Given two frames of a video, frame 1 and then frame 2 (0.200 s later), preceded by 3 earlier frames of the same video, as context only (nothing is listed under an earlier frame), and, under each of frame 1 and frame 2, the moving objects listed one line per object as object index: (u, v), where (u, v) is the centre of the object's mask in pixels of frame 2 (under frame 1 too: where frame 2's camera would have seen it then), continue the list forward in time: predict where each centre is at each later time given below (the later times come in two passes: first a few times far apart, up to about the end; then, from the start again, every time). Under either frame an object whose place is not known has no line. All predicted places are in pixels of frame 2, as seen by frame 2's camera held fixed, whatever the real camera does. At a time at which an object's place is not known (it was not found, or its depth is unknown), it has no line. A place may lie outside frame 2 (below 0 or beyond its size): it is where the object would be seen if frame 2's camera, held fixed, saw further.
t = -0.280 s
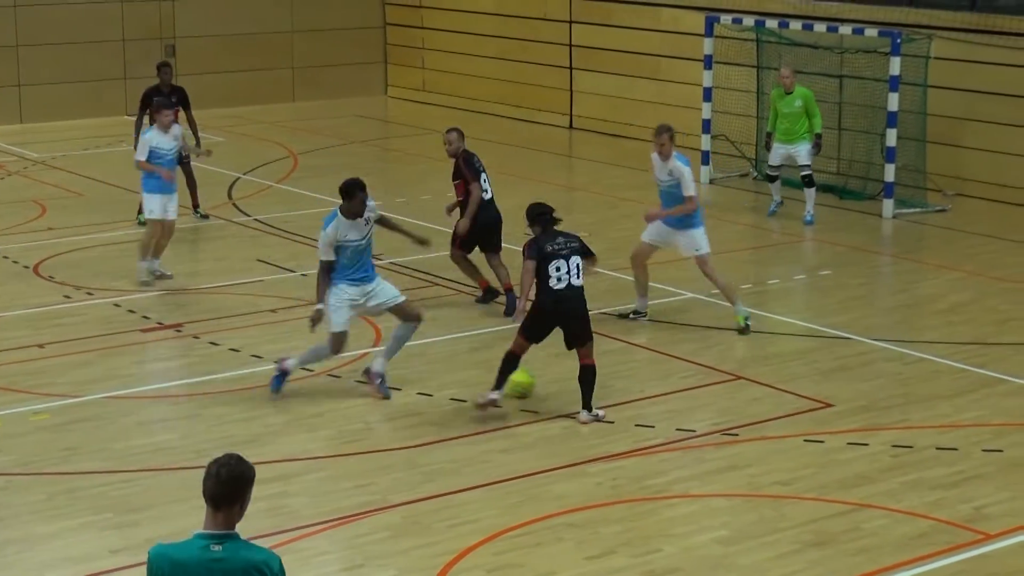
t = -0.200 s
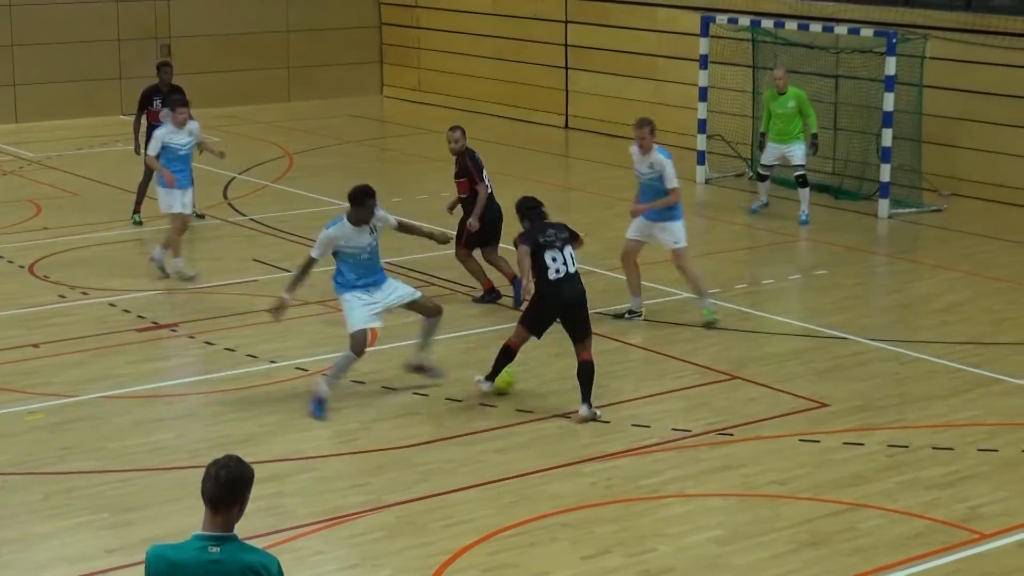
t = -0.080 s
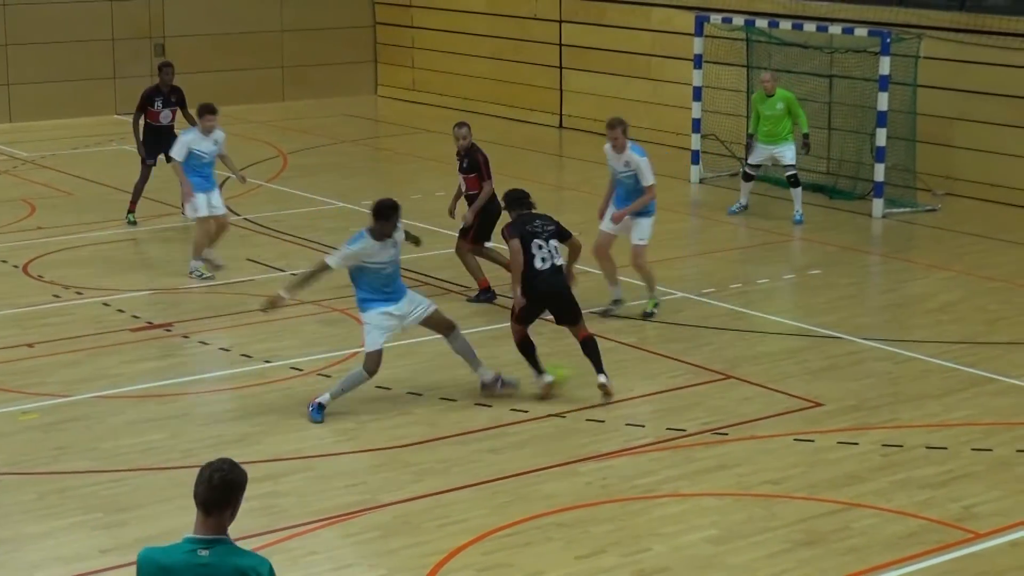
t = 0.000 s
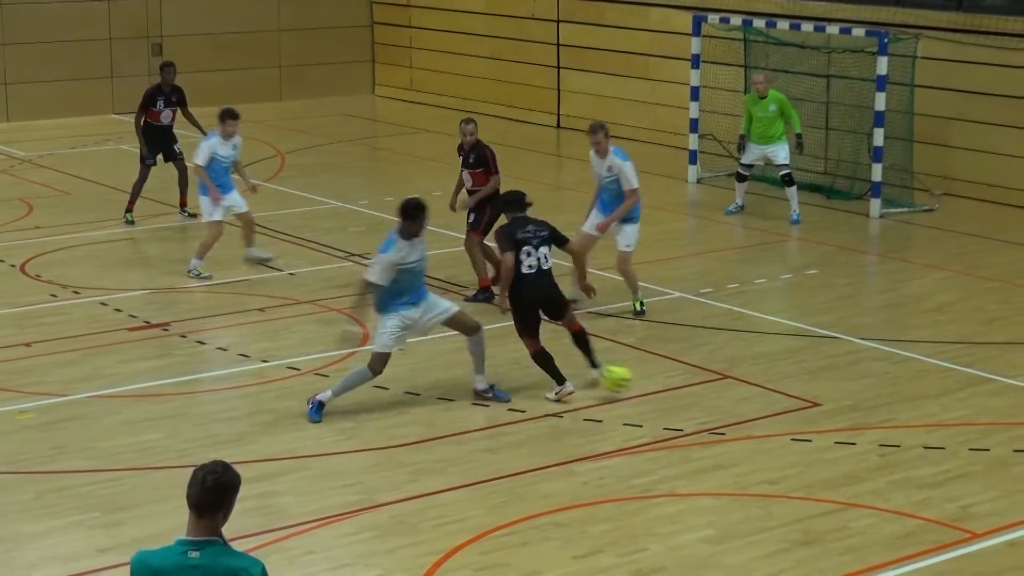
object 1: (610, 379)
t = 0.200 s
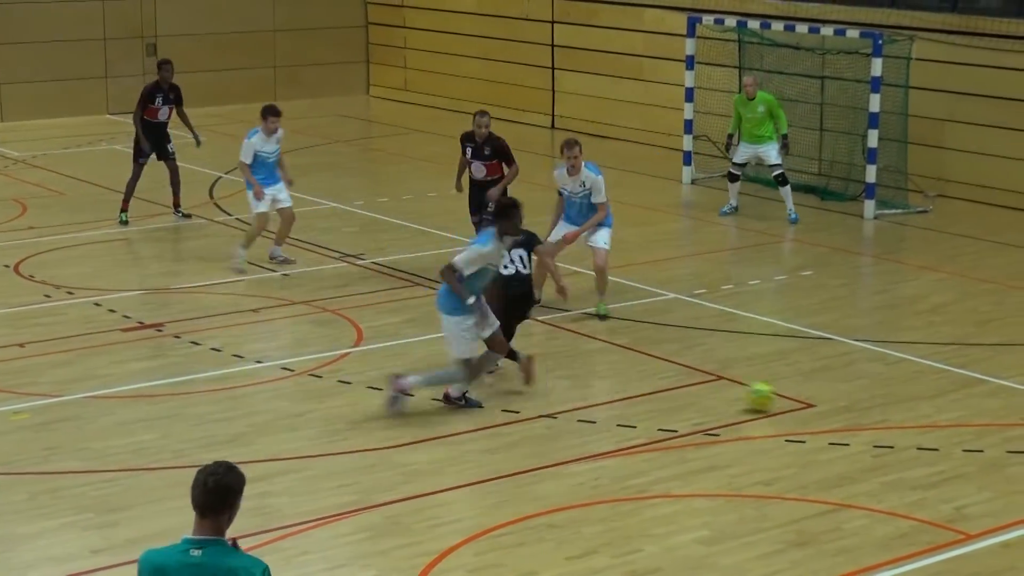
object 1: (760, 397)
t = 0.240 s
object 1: (786, 400)
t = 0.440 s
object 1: (901, 411)
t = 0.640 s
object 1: (1001, 420)
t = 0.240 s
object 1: (786, 400)
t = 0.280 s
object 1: (809, 400)
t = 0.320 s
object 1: (833, 405)
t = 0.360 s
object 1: (857, 406)
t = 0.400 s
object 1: (879, 408)
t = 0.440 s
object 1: (901, 411)
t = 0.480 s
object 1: (922, 412)
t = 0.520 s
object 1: (942, 414)
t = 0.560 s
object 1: (961, 416)
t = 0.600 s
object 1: (981, 418)
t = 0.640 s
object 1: (1001, 420)
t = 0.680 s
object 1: (1021, 421)
